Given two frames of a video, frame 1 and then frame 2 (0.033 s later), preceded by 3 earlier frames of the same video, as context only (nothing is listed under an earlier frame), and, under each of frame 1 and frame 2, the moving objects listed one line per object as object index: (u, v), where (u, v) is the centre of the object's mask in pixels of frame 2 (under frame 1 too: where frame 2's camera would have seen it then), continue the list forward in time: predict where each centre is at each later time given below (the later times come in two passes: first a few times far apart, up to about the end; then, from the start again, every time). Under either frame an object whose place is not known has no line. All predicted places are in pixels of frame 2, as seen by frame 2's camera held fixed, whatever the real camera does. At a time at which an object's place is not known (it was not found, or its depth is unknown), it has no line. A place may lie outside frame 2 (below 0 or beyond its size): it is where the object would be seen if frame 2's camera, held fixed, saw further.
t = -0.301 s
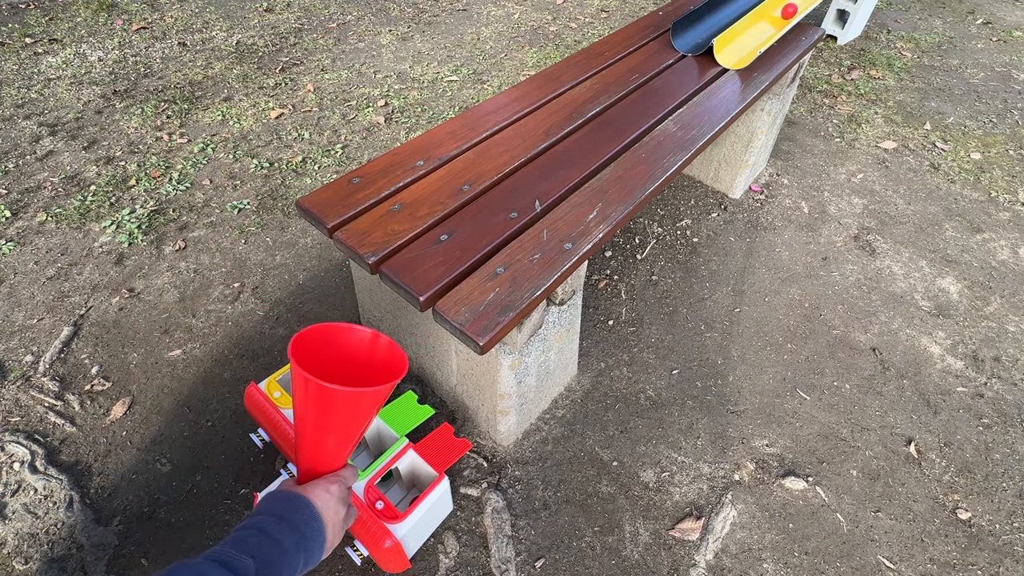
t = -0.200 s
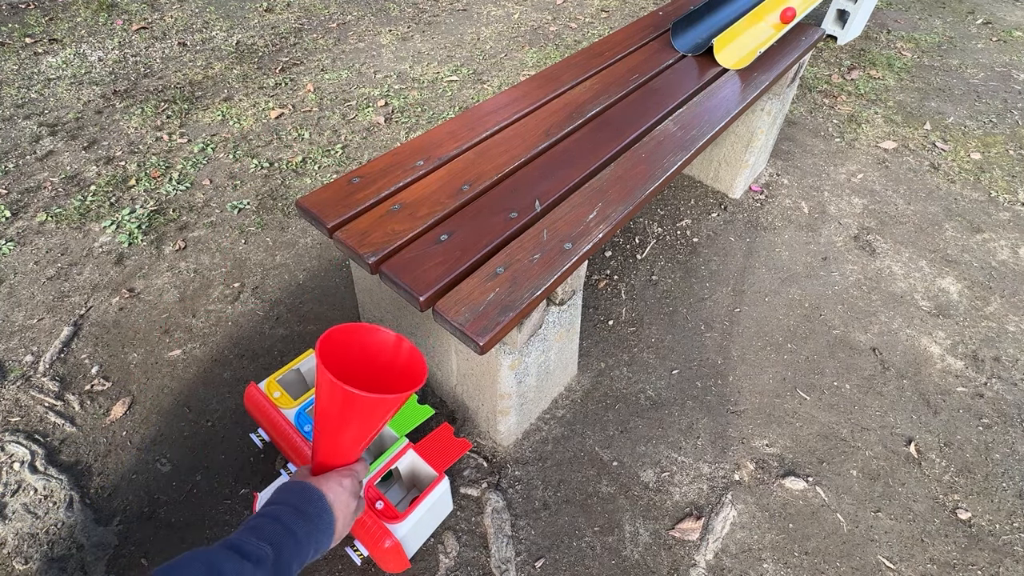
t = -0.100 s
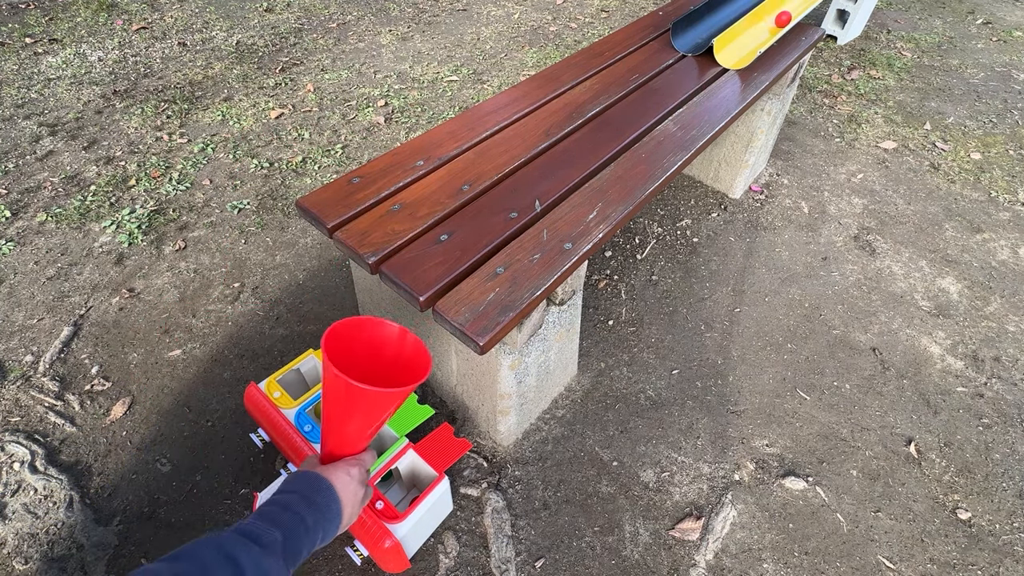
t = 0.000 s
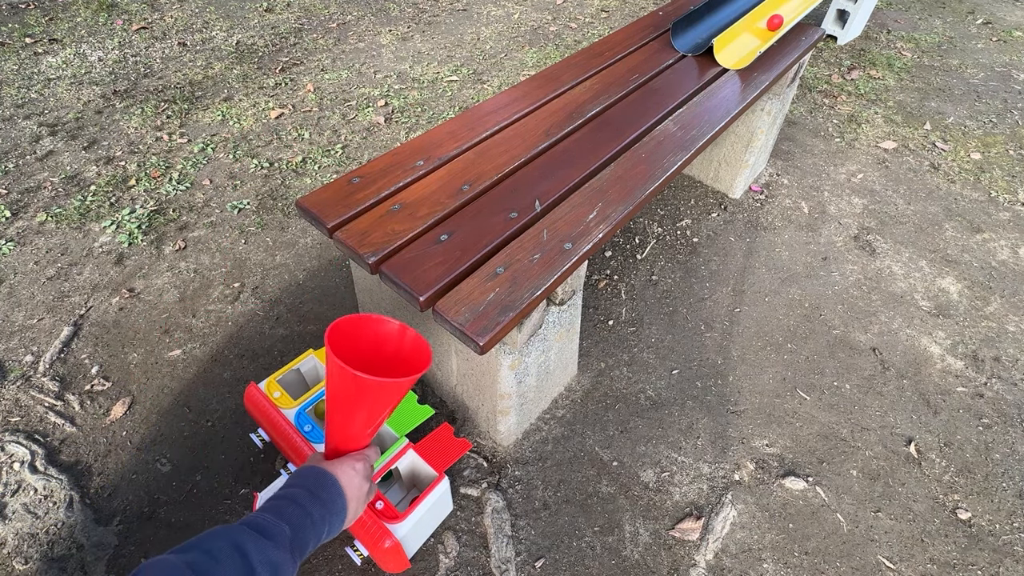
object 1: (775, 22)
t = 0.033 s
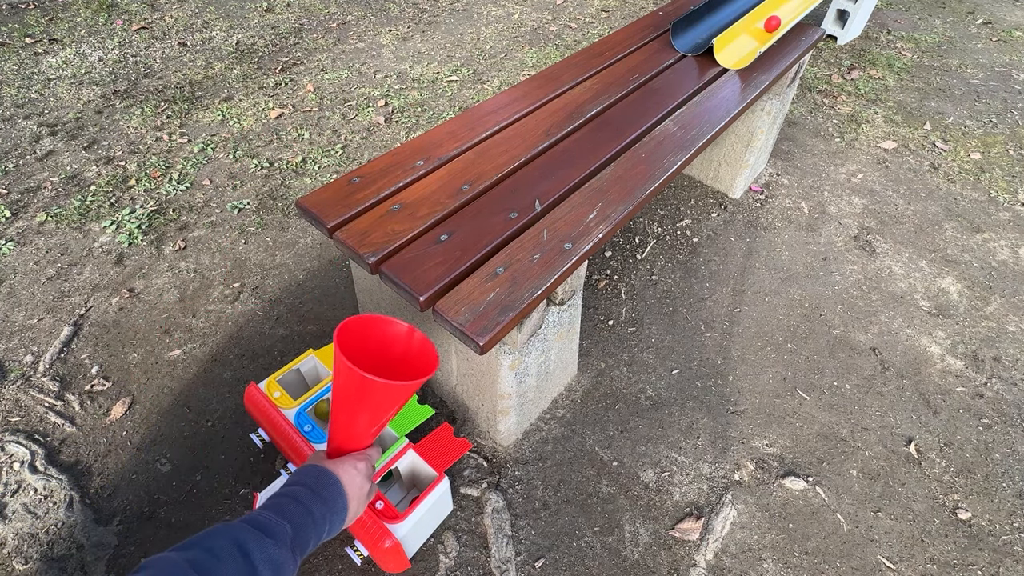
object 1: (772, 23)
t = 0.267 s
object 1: (761, 36)
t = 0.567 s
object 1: (734, 54)
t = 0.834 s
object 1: (711, 74)
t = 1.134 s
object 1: (682, 96)
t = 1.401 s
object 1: (652, 118)
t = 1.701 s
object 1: (616, 146)
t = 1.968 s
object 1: (580, 174)
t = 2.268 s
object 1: (534, 209)
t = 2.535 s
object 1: (491, 242)
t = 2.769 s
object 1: (449, 274)
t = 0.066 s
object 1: (770, 25)
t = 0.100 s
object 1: (768, 27)
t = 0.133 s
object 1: (767, 29)
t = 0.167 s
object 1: (765, 30)
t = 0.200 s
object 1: (764, 33)
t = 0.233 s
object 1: (762, 34)
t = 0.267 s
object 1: (761, 36)
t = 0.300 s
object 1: (759, 38)
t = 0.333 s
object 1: (756, 40)
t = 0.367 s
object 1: (753, 42)
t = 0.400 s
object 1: (750, 44)
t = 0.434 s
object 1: (747, 46)
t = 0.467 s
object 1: (744, 48)
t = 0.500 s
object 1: (740, 49)
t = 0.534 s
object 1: (737, 51)
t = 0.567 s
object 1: (734, 54)
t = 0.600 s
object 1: (732, 57)
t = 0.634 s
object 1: (730, 60)
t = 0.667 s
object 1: (727, 62)
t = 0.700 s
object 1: (724, 65)
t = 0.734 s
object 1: (721, 67)
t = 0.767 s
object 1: (718, 69)
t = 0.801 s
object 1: (714, 72)
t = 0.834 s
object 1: (711, 74)
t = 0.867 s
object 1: (708, 76)
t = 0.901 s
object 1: (705, 78)
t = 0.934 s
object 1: (702, 81)
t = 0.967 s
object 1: (699, 83)
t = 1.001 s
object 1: (695, 86)
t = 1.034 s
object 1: (692, 88)
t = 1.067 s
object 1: (689, 91)
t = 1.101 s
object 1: (685, 94)
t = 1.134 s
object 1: (682, 96)
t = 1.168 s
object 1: (678, 99)
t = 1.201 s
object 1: (675, 102)
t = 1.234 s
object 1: (671, 104)
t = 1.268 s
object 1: (667, 107)
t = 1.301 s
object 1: (663, 110)
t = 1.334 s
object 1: (660, 113)
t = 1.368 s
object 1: (656, 115)
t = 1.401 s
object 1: (652, 118)
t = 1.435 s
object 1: (649, 121)
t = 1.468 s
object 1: (644, 125)
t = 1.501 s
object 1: (640, 128)
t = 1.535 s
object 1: (637, 131)
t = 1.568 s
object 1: (633, 134)
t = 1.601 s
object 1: (628, 137)
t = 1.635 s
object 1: (624, 140)
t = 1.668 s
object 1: (620, 143)
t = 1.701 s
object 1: (616, 146)
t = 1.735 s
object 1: (612, 150)
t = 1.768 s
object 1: (607, 153)
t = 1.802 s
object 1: (603, 156)
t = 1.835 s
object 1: (598, 160)
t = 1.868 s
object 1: (594, 163)
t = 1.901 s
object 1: (589, 167)
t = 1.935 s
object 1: (585, 170)
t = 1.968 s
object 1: (580, 174)
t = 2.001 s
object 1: (575, 178)
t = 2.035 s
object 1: (570, 182)
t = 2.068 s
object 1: (565, 185)
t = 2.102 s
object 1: (560, 189)
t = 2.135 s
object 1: (555, 193)
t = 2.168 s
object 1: (550, 197)
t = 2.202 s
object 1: (545, 201)
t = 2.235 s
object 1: (540, 205)
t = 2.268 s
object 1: (534, 209)
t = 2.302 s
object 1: (529, 214)
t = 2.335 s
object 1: (524, 218)
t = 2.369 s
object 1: (518, 222)
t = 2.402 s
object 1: (513, 226)
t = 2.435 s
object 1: (507, 230)
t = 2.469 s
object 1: (502, 234)
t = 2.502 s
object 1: (496, 238)
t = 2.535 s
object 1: (491, 242)
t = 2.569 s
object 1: (485, 247)
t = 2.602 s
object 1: (479, 252)
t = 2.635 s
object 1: (473, 256)
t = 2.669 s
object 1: (467, 260)
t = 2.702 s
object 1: (461, 265)
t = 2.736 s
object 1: (455, 270)
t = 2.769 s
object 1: (449, 274)
